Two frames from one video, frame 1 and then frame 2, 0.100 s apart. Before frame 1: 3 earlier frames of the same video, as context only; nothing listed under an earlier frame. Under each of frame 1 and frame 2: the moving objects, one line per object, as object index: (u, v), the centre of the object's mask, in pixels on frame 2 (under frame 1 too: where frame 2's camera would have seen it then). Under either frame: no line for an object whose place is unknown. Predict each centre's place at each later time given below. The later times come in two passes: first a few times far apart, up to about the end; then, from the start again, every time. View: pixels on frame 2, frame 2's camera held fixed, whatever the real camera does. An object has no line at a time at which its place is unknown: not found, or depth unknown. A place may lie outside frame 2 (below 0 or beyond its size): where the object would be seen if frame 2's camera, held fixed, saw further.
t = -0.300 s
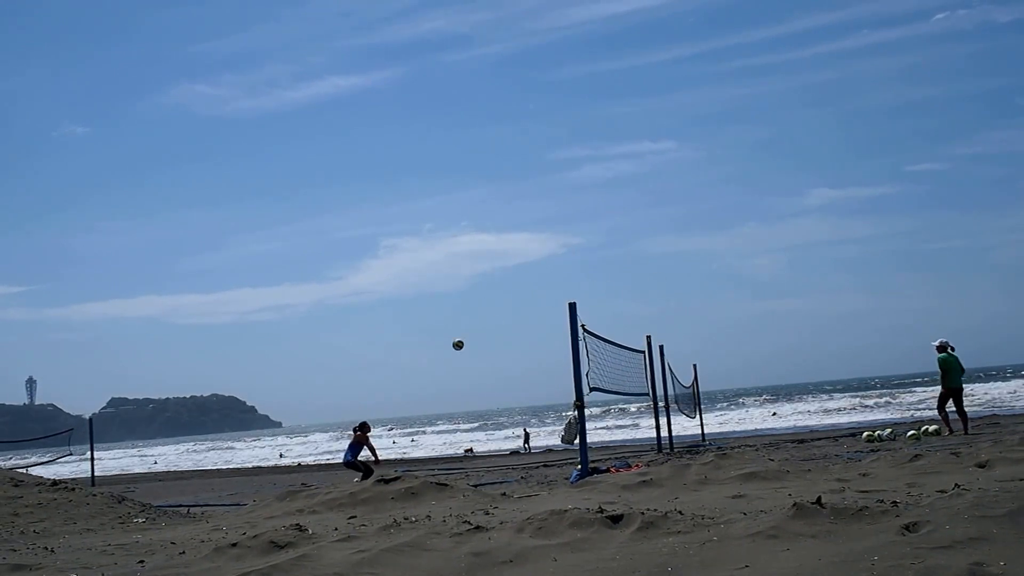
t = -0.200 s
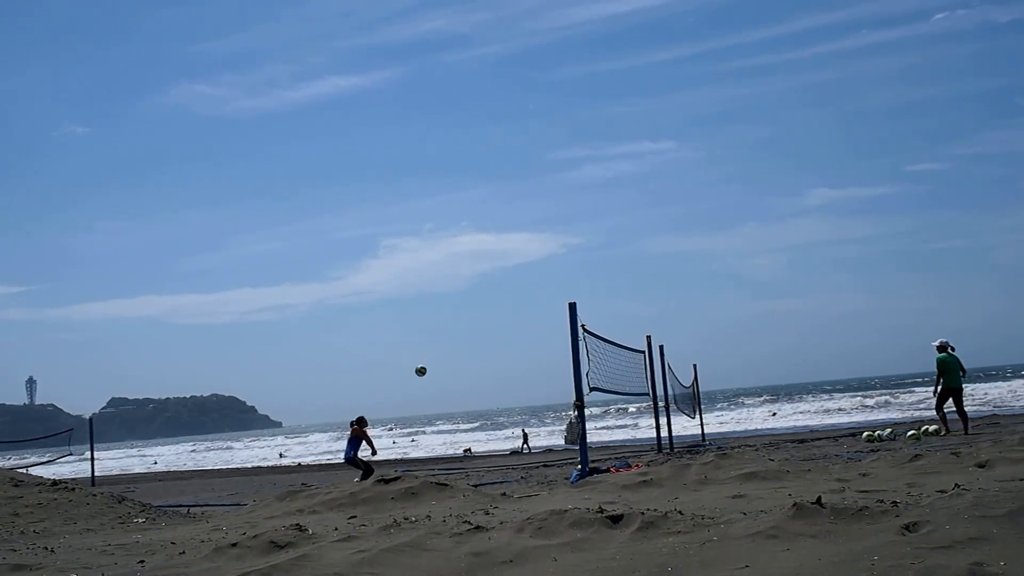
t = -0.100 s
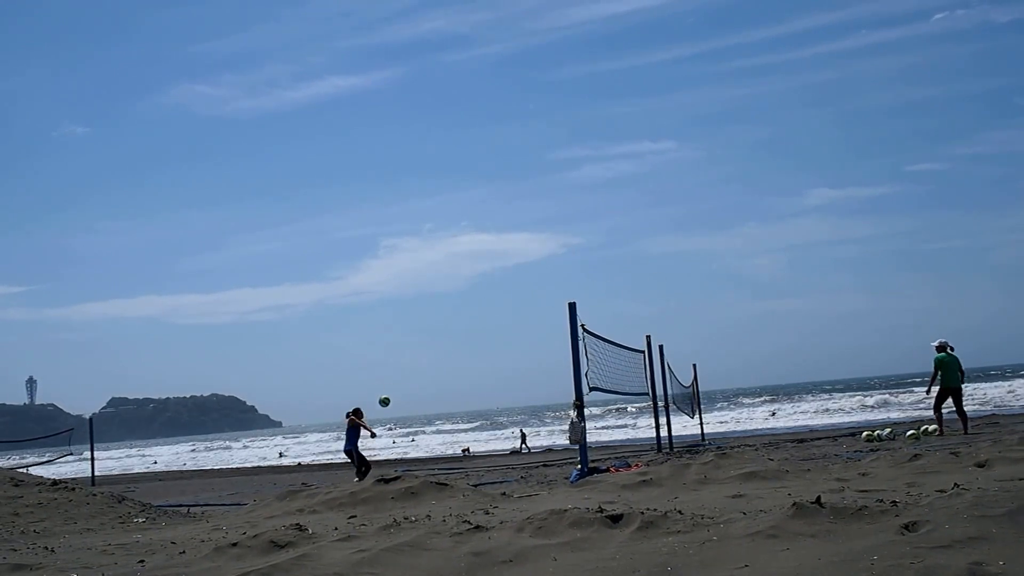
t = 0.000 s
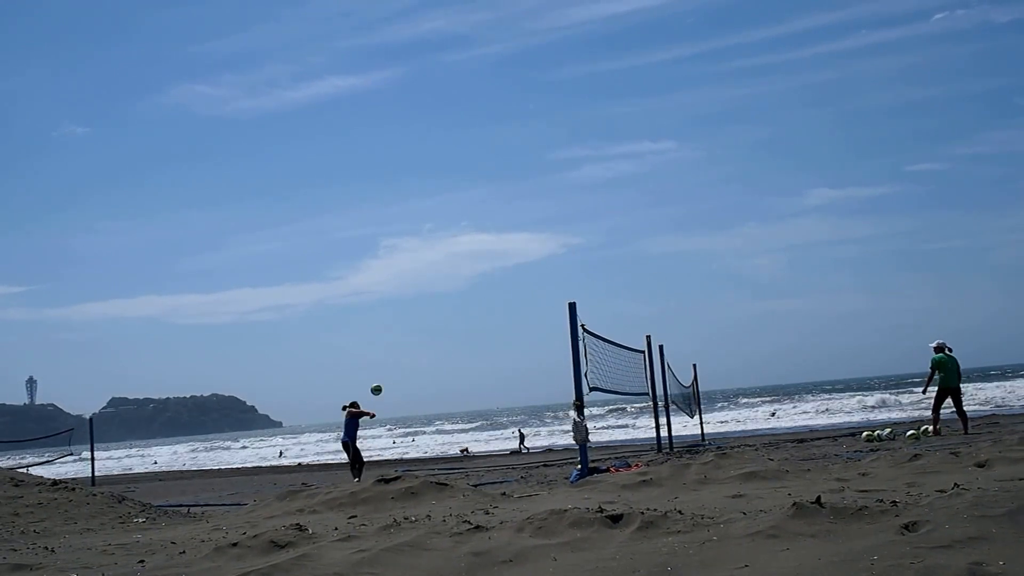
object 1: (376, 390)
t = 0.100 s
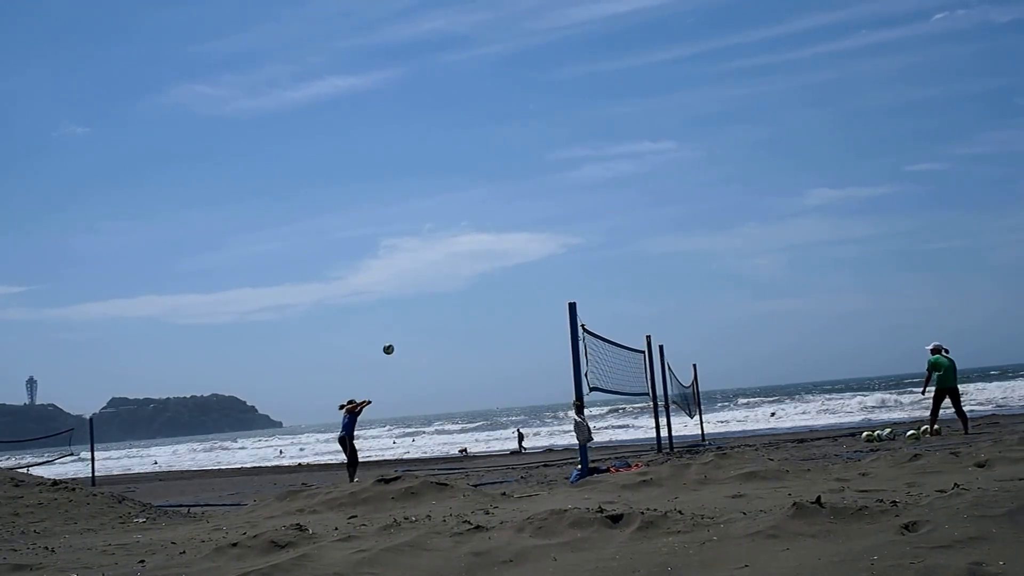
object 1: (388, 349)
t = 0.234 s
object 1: (404, 305)
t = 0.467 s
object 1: (433, 253)
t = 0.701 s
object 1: (459, 231)
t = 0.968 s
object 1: (488, 238)
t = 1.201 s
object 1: (509, 272)
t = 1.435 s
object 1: (529, 330)
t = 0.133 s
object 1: (392, 337)
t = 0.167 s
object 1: (396, 326)
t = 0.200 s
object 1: (400, 315)
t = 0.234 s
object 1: (404, 305)
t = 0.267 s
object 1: (408, 296)
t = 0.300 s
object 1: (412, 287)
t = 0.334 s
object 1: (417, 279)
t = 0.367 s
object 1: (421, 272)
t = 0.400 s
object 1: (425, 265)
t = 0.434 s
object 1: (429, 259)
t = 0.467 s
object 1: (433, 253)
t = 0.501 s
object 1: (437, 248)
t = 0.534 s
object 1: (441, 244)
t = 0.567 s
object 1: (445, 240)
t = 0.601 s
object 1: (448, 237)
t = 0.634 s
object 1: (452, 234)
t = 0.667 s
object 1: (456, 232)
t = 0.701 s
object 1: (459, 231)
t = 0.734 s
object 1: (463, 230)
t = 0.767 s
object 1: (467, 229)
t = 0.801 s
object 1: (470, 230)
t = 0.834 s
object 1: (474, 230)
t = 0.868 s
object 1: (478, 231)
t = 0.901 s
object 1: (481, 233)
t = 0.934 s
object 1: (484, 235)
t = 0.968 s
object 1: (488, 238)
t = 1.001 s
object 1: (491, 242)
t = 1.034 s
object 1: (494, 245)
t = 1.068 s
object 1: (497, 250)
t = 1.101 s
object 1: (500, 255)
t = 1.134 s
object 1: (504, 260)
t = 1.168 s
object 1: (506, 266)
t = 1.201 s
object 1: (509, 272)
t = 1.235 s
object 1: (512, 278)
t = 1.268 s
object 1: (515, 286)
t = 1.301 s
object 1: (518, 293)
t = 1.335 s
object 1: (520, 302)
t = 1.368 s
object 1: (523, 311)
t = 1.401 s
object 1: (526, 320)
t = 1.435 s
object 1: (529, 330)
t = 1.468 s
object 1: (532, 341)
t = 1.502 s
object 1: (535, 352)
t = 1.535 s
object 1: (539, 364)
